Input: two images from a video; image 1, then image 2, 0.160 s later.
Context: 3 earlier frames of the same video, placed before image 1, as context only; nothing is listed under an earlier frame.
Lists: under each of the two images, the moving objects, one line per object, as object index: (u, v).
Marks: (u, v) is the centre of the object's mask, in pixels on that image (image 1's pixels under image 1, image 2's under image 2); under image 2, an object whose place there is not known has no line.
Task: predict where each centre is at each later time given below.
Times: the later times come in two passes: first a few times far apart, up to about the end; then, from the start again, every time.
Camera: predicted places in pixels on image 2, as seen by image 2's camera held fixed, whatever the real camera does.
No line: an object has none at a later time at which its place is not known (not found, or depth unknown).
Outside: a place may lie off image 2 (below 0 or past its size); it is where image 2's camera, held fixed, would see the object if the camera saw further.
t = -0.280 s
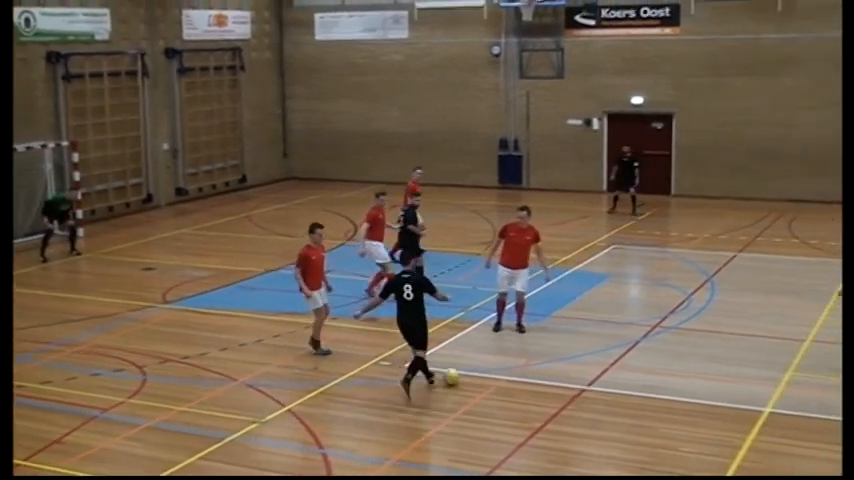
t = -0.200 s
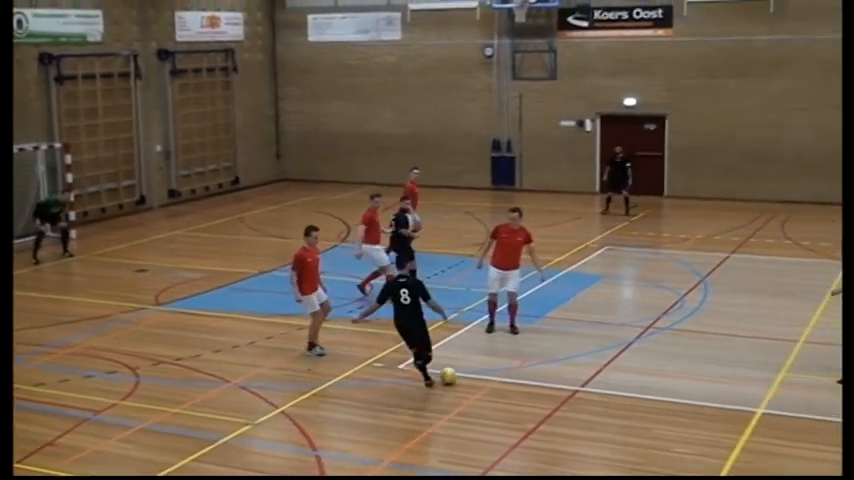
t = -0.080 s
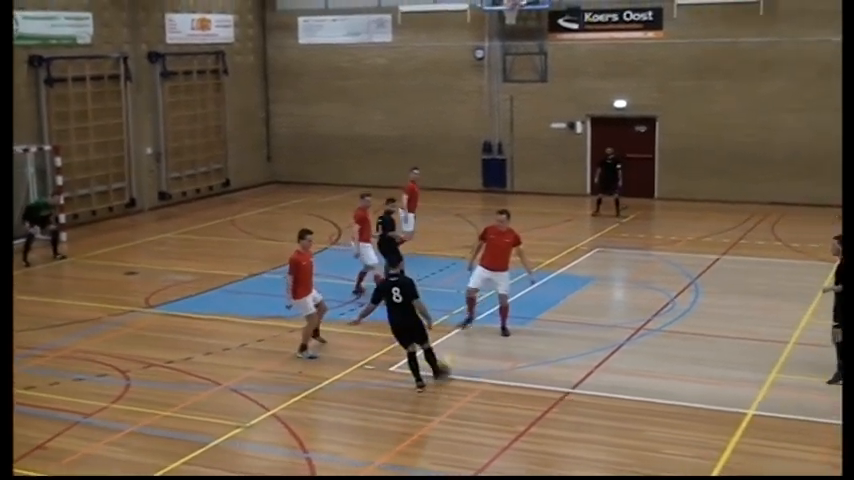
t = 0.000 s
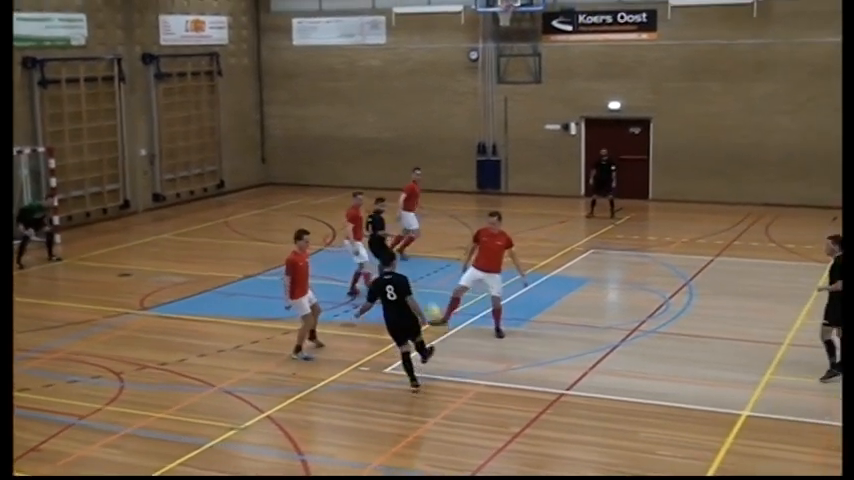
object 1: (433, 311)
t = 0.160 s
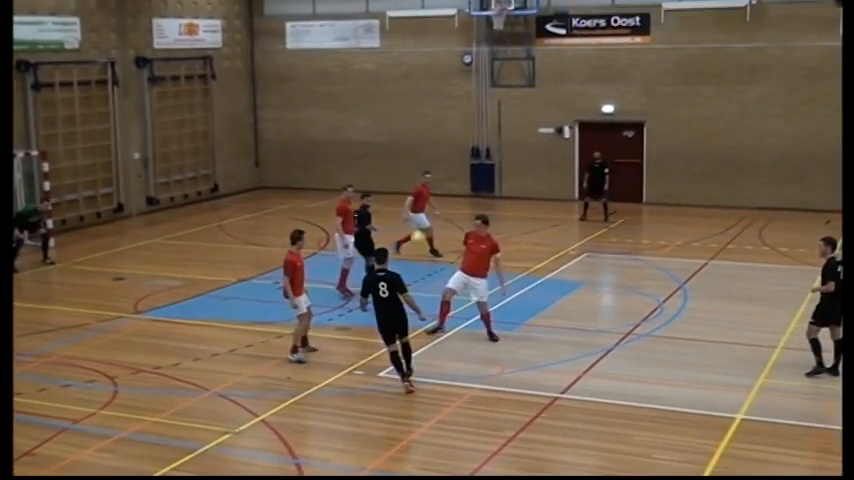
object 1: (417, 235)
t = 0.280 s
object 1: (410, 198)
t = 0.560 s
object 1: (400, 154)
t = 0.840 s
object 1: (394, 160)
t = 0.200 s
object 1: (414, 221)
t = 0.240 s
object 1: (413, 208)
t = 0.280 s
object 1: (410, 198)
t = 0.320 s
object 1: (408, 188)
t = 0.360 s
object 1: (406, 179)
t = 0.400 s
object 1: (405, 172)
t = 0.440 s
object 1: (404, 165)
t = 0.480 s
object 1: (402, 161)
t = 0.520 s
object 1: (401, 157)
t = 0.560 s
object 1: (400, 154)
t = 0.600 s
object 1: (399, 152)
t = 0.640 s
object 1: (398, 152)
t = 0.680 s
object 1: (397, 152)
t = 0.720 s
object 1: (396, 153)
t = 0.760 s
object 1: (395, 154)
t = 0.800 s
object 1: (394, 156)
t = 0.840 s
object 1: (394, 160)
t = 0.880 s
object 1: (393, 163)
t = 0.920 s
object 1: (393, 168)
